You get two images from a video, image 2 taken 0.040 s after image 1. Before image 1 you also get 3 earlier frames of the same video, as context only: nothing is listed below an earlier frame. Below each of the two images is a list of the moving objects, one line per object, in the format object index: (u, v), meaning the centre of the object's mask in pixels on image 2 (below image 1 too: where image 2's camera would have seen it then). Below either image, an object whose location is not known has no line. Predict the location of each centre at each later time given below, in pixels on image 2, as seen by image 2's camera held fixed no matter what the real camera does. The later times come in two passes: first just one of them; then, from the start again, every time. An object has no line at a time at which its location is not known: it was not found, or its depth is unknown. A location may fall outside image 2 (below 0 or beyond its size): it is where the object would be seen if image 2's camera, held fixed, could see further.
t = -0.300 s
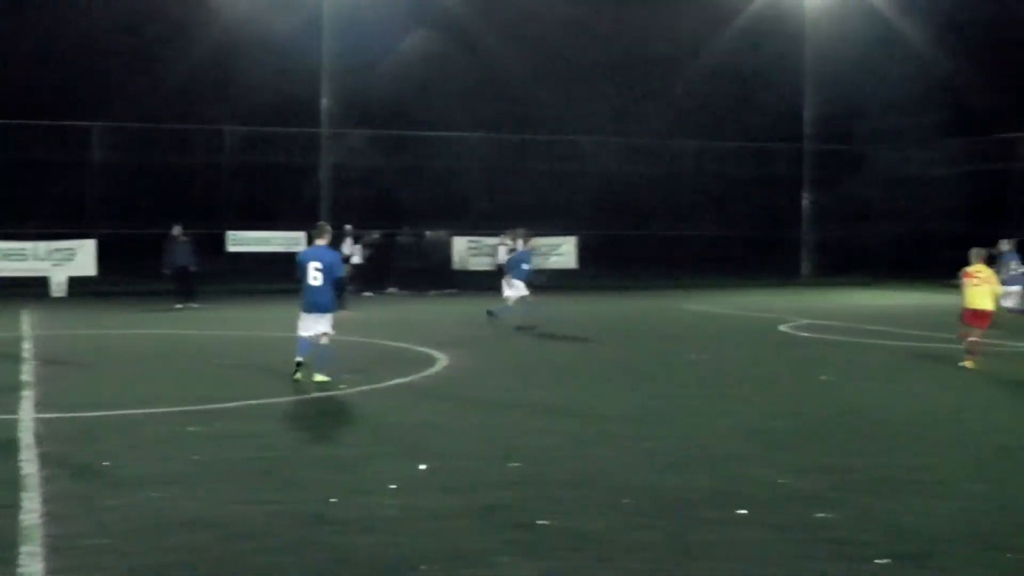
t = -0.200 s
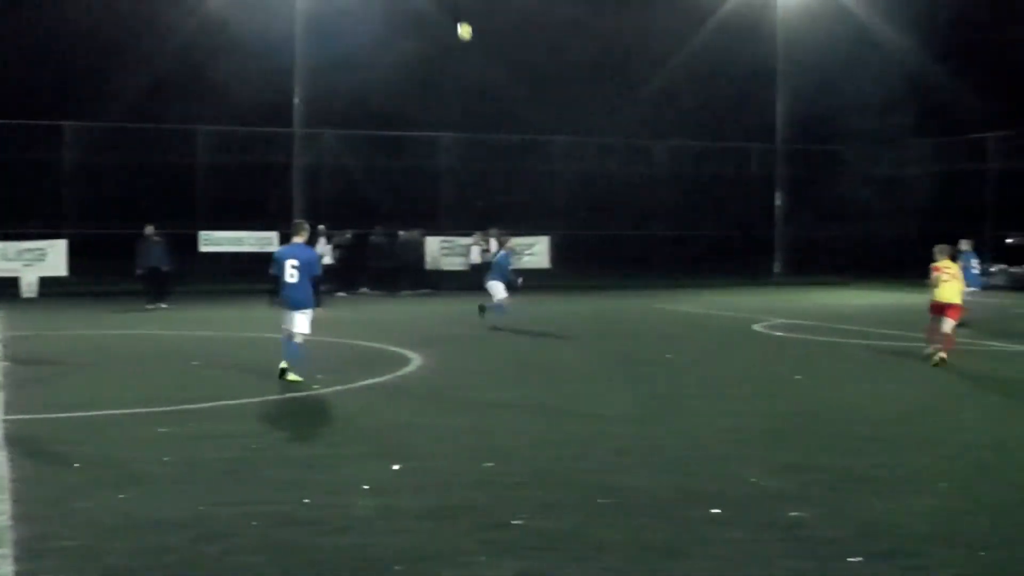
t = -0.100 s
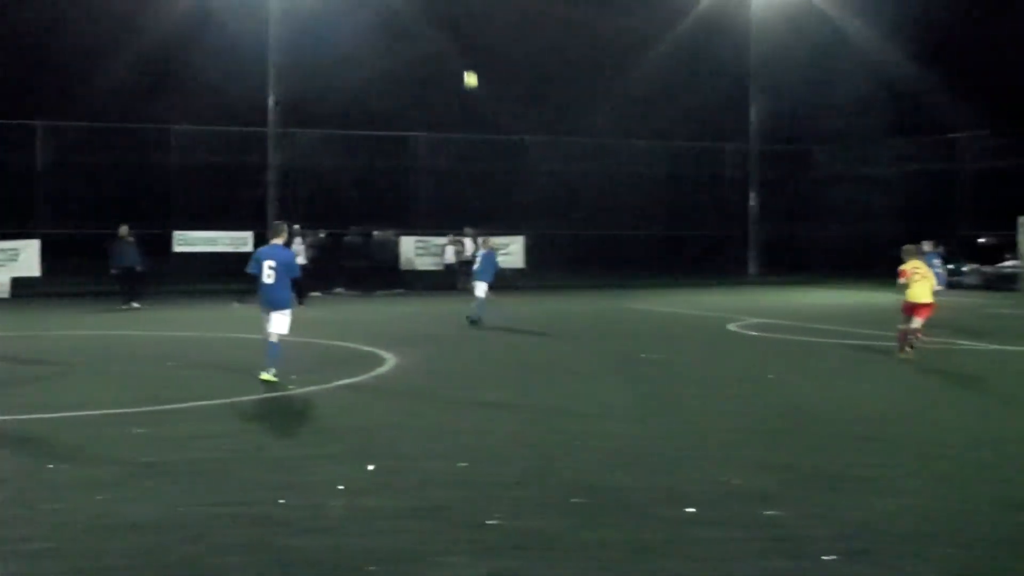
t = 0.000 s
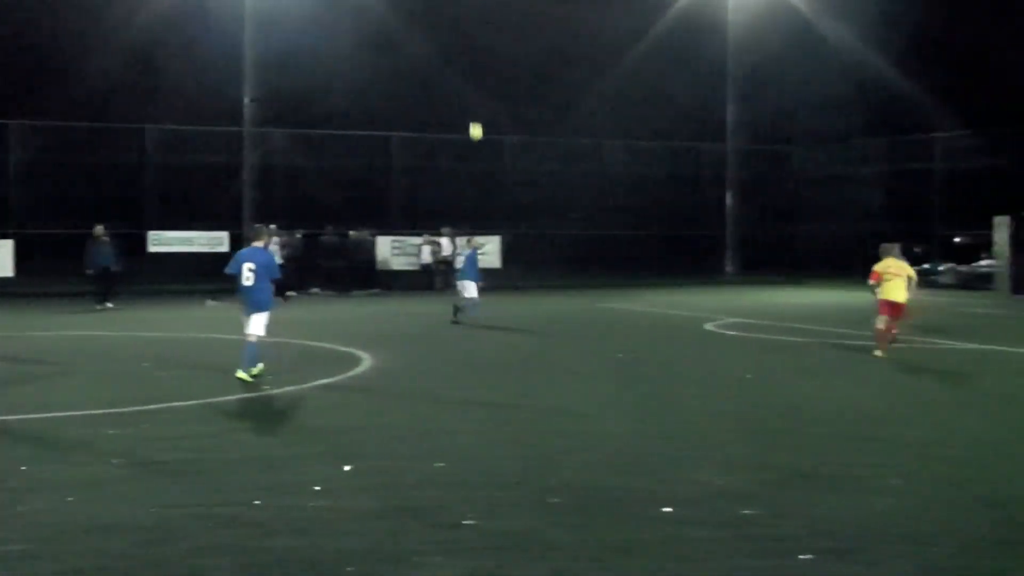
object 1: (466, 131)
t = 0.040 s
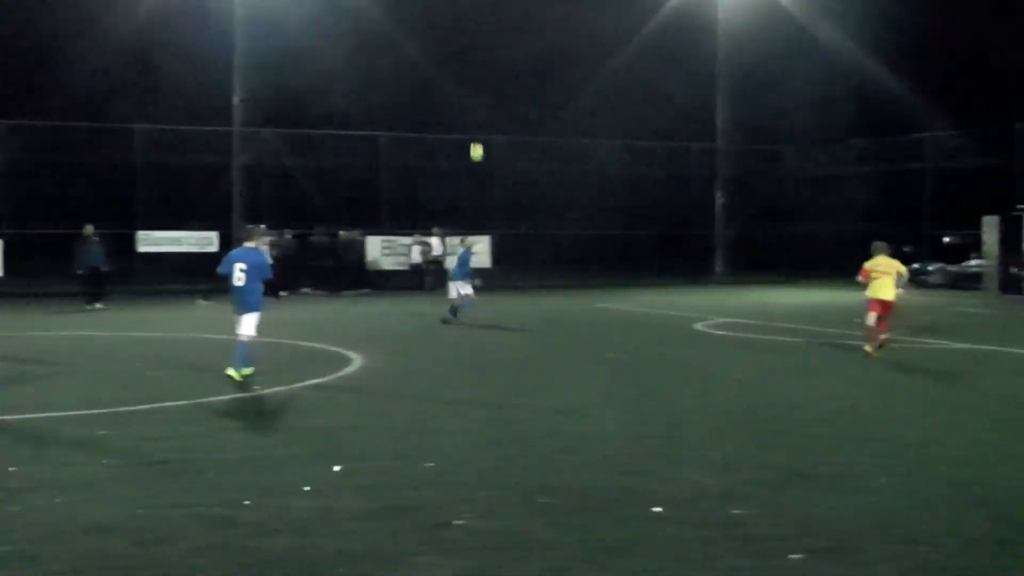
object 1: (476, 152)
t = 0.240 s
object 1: (525, 262)
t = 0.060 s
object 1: (481, 163)
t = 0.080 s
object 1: (486, 173)
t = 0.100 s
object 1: (492, 185)
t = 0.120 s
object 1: (497, 196)
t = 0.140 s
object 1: (502, 206)
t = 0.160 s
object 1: (506, 217)
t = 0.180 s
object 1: (512, 229)
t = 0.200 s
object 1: (516, 240)
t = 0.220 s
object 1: (520, 251)
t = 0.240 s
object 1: (525, 262)
